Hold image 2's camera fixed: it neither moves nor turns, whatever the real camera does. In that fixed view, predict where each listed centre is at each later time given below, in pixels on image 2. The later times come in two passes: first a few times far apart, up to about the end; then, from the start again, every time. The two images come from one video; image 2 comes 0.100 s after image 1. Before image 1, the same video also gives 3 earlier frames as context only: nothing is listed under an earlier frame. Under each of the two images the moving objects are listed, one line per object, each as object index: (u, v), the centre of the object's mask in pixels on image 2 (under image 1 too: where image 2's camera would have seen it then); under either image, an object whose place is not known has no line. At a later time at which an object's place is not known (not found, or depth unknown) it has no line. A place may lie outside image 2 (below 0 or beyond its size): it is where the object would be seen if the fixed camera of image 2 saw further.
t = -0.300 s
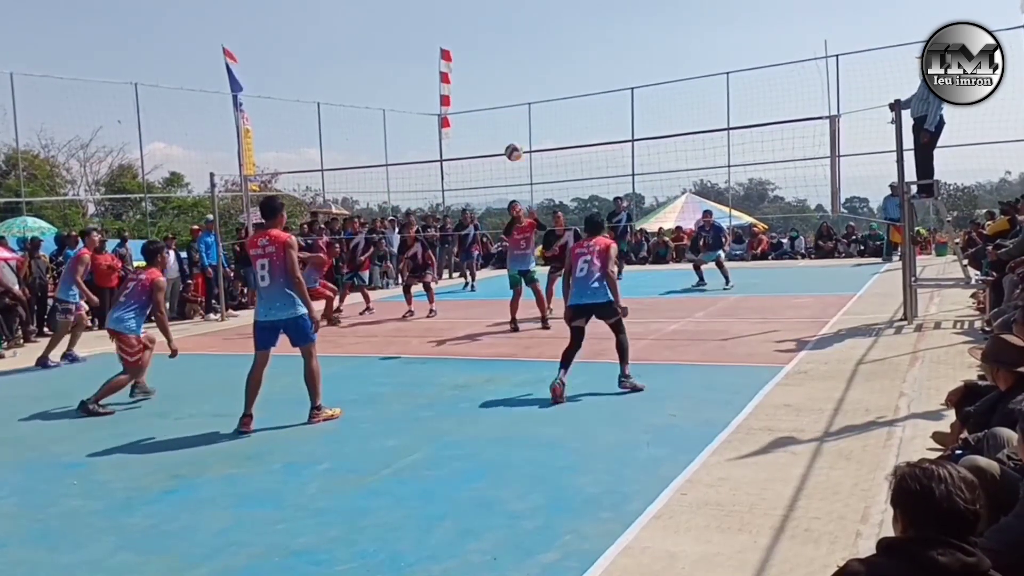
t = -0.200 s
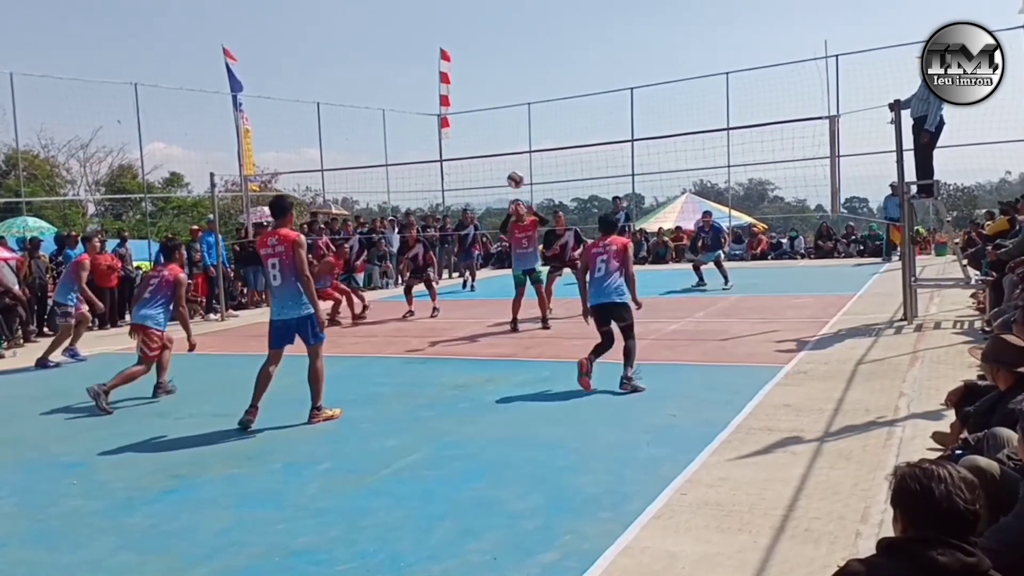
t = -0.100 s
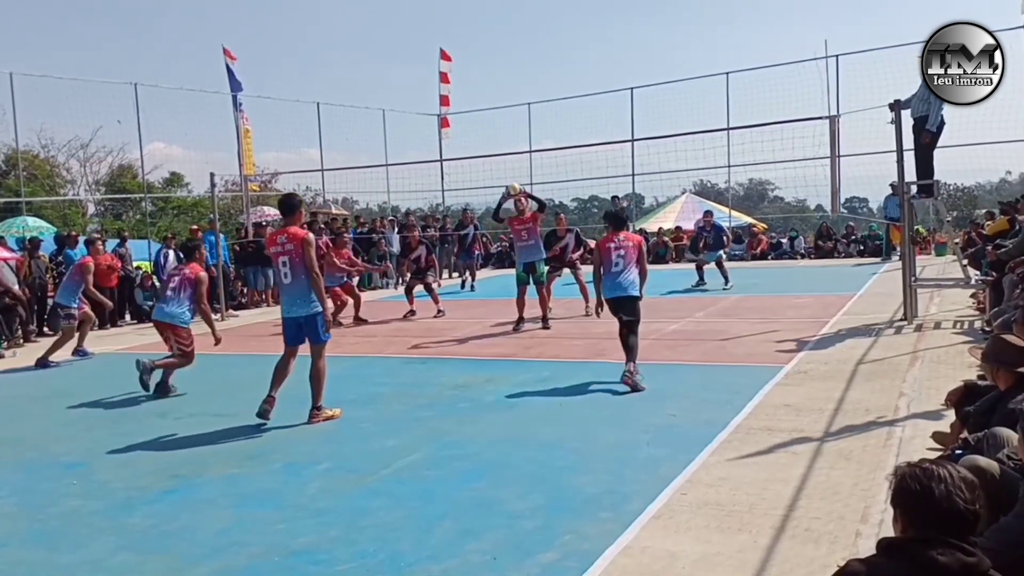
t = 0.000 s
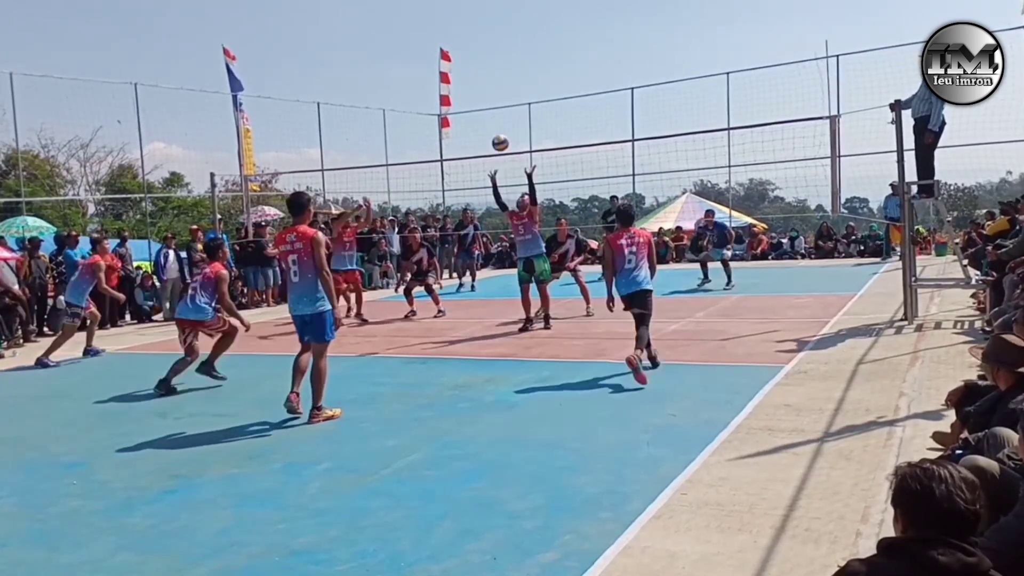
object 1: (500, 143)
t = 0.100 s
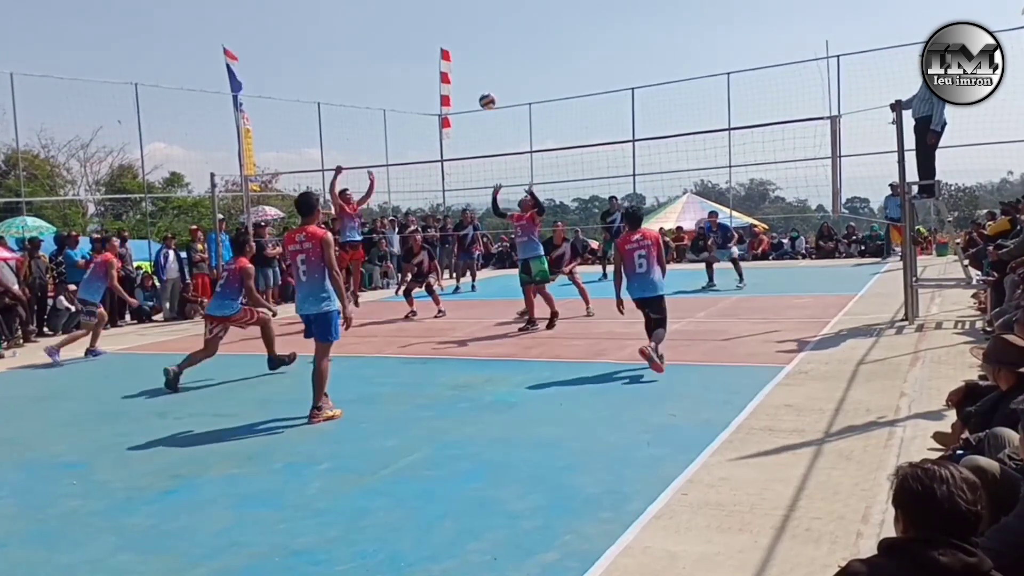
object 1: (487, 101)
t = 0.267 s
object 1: (467, 48)
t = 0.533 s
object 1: (437, 8)
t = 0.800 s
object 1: (411, 28)
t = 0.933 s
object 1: (400, 60)
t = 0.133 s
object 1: (483, 89)
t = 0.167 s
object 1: (479, 77)
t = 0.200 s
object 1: (475, 66)
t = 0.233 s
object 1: (471, 56)
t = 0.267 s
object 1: (467, 48)
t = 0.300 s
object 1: (463, 40)
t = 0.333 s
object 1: (459, 32)
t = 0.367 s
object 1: (455, 26)
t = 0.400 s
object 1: (451, 21)
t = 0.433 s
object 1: (447, 16)
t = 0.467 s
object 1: (444, 13)
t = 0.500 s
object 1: (441, 10)
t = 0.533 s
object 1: (437, 8)
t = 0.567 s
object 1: (434, 8)
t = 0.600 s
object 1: (430, 8)
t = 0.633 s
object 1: (427, 9)
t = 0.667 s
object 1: (423, 11)
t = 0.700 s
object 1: (420, 14)
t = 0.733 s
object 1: (417, 18)
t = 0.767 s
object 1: (414, 23)
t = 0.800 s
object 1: (411, 28)
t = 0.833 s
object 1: (408, 35)
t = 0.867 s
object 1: (405, 42)
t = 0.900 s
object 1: (402, 51)
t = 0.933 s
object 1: (400, 60)
